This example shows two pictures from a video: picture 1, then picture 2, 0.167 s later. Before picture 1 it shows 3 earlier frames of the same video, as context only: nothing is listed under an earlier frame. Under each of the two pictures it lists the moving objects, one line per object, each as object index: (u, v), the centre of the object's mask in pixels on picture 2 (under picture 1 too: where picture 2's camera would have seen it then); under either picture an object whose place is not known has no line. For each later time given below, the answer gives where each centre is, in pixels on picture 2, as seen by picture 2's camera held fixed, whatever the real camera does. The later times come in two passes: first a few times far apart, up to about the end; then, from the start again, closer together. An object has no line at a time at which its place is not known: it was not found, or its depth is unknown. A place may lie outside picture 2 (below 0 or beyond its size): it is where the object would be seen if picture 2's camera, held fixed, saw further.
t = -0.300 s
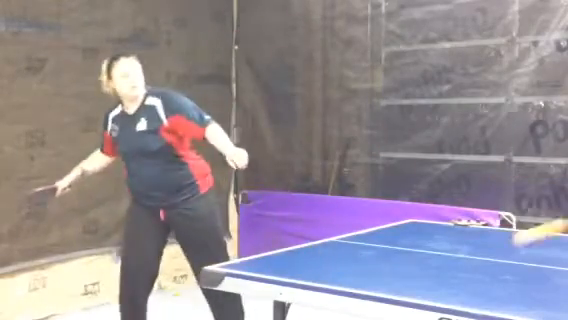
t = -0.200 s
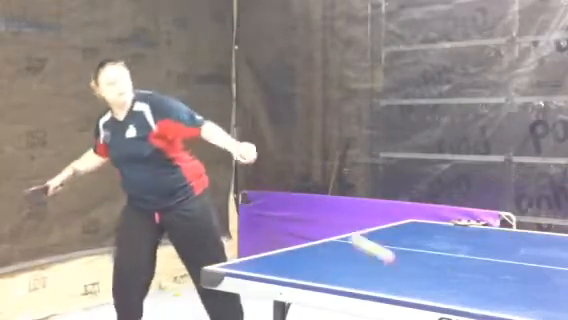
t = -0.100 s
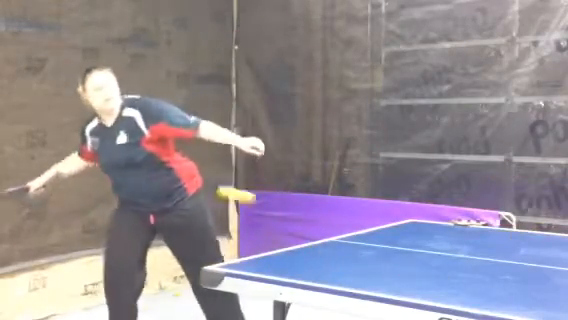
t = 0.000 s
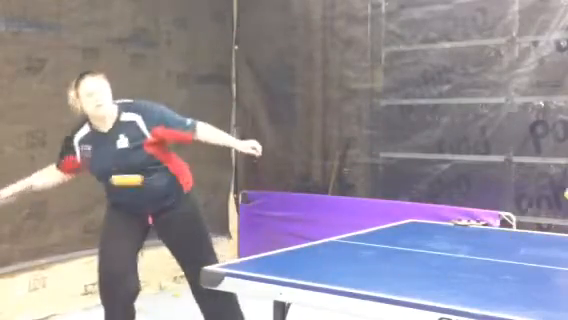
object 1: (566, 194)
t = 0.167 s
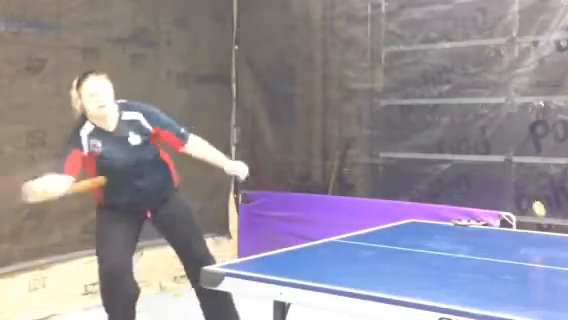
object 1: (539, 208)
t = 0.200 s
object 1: (533, 199)
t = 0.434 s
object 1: (493, 193)
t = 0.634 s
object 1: (463, 193)
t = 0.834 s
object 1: (437, 194)
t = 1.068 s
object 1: (408, 187)
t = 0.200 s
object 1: (533, 199)
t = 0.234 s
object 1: (527, 190)
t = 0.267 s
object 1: (521, 185)
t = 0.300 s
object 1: (515, 181)
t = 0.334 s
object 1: (510, 181)
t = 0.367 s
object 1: (505, 183)
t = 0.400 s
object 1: (499, 187)
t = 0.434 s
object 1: (493, 193)
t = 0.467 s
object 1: (488, 201)
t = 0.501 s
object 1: (483, 211)
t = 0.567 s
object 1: (472, 210)
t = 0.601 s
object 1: (468, 200)
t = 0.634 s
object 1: (463, 193)
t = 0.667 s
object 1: (459, 188)
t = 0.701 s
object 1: (454, 185)
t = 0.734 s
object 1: (450, 184)
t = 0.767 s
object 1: (445, 185)
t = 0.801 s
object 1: (441, 188)
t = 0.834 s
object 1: (437, 194)
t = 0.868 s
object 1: (432, 202)
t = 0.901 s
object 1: (428, 212)
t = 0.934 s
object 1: (424, 213)
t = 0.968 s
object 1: (419, 202)
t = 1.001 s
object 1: (415, 195)
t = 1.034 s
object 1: (412, 190)
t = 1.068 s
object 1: (408, 187)
